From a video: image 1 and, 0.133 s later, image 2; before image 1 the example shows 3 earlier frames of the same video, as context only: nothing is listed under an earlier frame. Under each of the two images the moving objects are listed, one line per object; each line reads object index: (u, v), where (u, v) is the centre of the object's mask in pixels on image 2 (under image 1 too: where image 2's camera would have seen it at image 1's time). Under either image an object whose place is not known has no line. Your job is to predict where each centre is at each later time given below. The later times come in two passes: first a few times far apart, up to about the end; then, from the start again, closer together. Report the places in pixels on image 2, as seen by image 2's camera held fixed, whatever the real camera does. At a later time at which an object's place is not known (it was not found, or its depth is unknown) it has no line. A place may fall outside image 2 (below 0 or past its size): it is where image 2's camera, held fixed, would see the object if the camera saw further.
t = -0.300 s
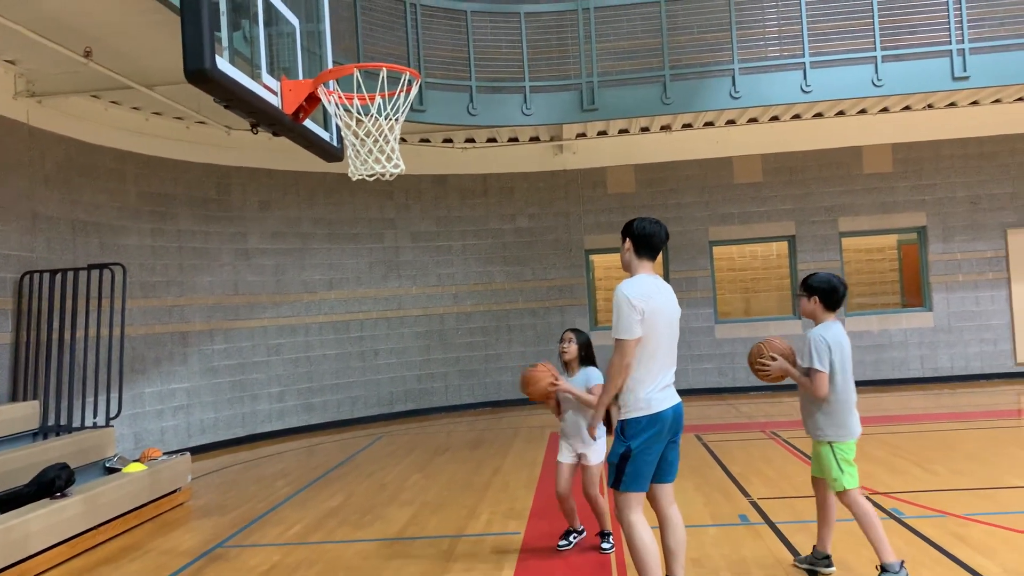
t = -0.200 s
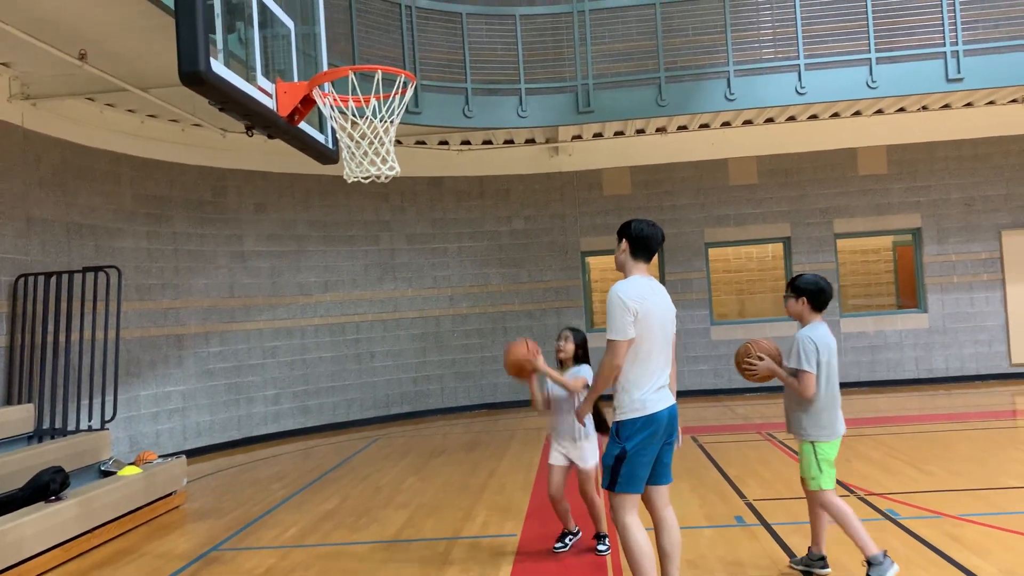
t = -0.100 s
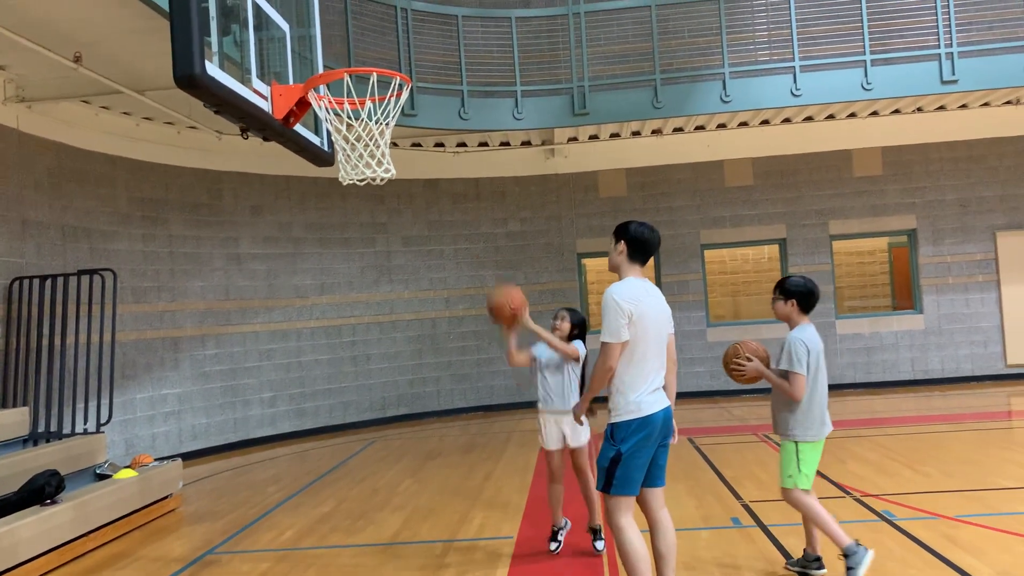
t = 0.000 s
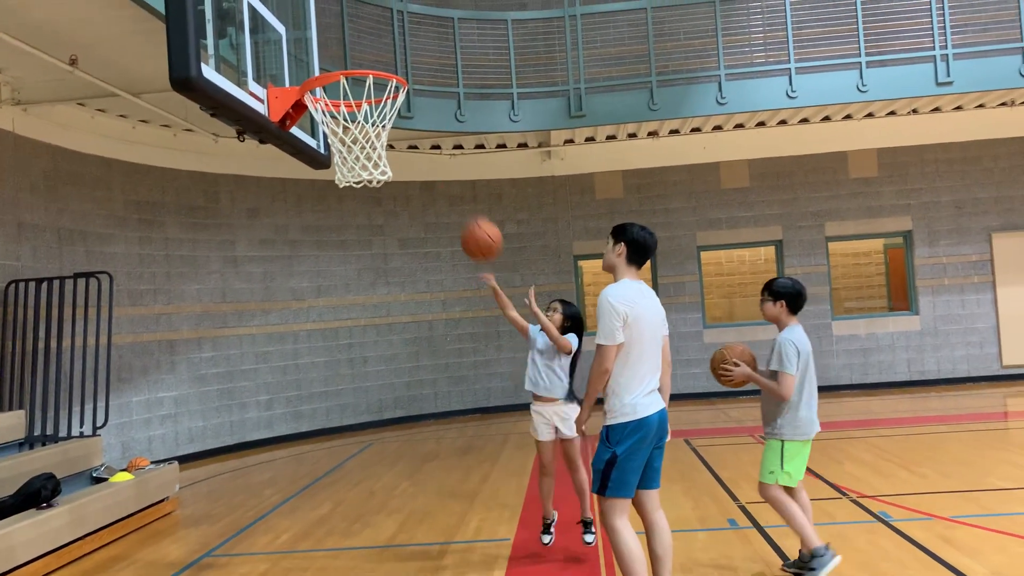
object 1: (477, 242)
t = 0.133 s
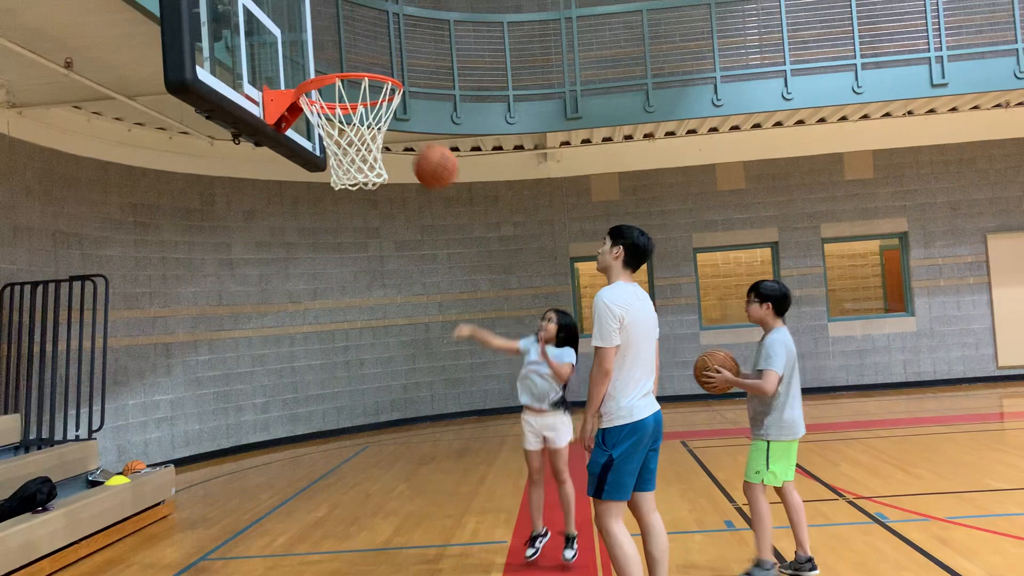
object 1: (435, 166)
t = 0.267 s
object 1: (402, 120)
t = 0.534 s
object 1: (359, 95)
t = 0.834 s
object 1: (359, 235)
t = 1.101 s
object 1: (368, 473)
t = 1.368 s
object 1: (360, 421)
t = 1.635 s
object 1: (348, 307)
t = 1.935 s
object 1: (345, 323)
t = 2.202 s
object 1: (349, 469)
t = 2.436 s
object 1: (344, 495)
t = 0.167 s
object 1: (425, 152)
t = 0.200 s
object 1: (415, 138)
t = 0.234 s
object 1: (406, 127)
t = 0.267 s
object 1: (402, 120)
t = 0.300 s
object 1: (398, 114)
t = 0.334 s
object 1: (368, 93)
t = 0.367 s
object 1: (361, 91)
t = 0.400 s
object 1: (360, 90)
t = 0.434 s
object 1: (360, 91)
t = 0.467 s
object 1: (360, 91)
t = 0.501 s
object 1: (360, 93)
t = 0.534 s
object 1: (359, 95)
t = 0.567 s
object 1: (358, 97)
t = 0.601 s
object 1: (356, 117)
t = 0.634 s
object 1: (355, 130)
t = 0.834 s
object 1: (359, 235)
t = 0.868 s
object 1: (359, 257)
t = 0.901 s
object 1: (361, 284)
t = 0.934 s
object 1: (361, 311)
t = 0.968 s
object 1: (362, 339)
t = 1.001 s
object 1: (363, 369)
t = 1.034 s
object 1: (365, 402)
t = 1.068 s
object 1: (366, 436)
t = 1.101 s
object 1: (368, 473)
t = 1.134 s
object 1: (368, 509)
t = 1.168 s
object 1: (369, 546)
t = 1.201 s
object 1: (370, 554)
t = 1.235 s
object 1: (368, 525)
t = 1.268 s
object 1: (366, 495)
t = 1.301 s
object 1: (364, 469)
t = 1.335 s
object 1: (362, 444)
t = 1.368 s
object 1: (360, 421)
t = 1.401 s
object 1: (358, 400)
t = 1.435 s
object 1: (356, 380)
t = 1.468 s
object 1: (355, 363)
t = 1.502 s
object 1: (353, 349)
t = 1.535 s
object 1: (352, 335)
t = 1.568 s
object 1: (351, 323)
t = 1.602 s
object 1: (349, 314)
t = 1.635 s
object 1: (348, 307)
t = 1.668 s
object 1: (347, 300)
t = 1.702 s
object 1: (347, 297)
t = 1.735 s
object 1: (346, 295)
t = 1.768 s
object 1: (346, 295)
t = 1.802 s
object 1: (345, 296)
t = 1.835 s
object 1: (345, 300)
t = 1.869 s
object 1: (345, 305)
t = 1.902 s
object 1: (345, 313)
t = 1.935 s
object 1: (345, 323)
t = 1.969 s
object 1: (345, 334)
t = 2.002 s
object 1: (345, 347)
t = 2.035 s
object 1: (346, 363)
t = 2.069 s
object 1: (346, 380)
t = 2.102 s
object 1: (347, 399)
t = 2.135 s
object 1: (348, 420)
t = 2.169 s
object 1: (349, 444)
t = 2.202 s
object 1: (349, 469)
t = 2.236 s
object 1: (349, 499)
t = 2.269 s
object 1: (351, 527)
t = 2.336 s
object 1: (352, 562)
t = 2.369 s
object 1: (349, 538)
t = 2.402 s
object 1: (346, 516)
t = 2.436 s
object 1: (344, 495)
